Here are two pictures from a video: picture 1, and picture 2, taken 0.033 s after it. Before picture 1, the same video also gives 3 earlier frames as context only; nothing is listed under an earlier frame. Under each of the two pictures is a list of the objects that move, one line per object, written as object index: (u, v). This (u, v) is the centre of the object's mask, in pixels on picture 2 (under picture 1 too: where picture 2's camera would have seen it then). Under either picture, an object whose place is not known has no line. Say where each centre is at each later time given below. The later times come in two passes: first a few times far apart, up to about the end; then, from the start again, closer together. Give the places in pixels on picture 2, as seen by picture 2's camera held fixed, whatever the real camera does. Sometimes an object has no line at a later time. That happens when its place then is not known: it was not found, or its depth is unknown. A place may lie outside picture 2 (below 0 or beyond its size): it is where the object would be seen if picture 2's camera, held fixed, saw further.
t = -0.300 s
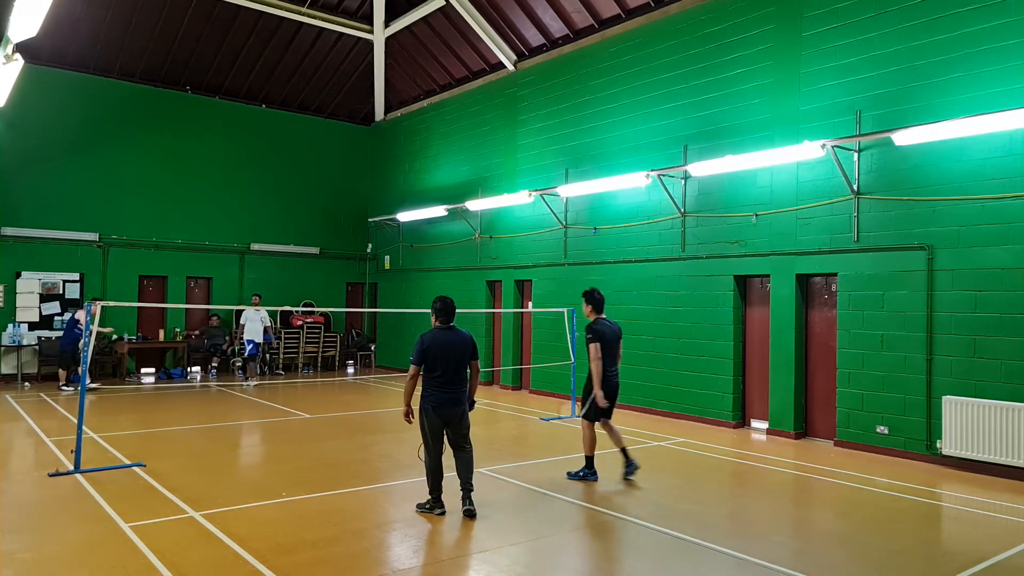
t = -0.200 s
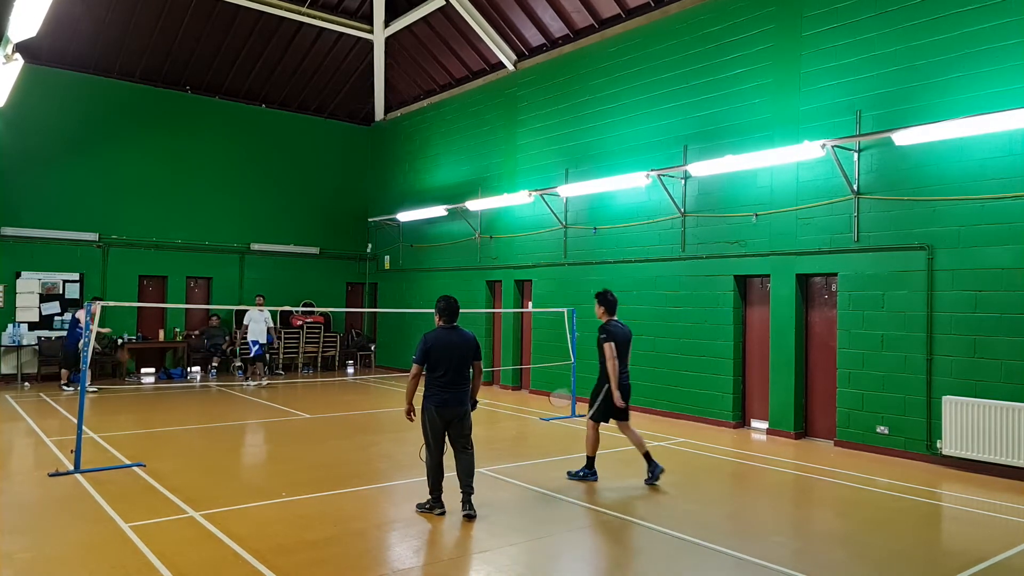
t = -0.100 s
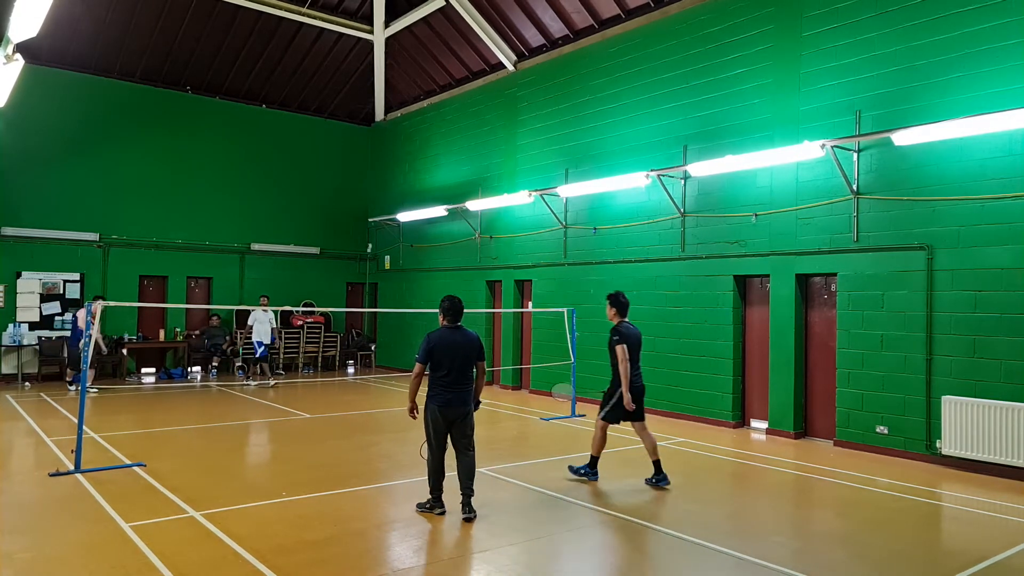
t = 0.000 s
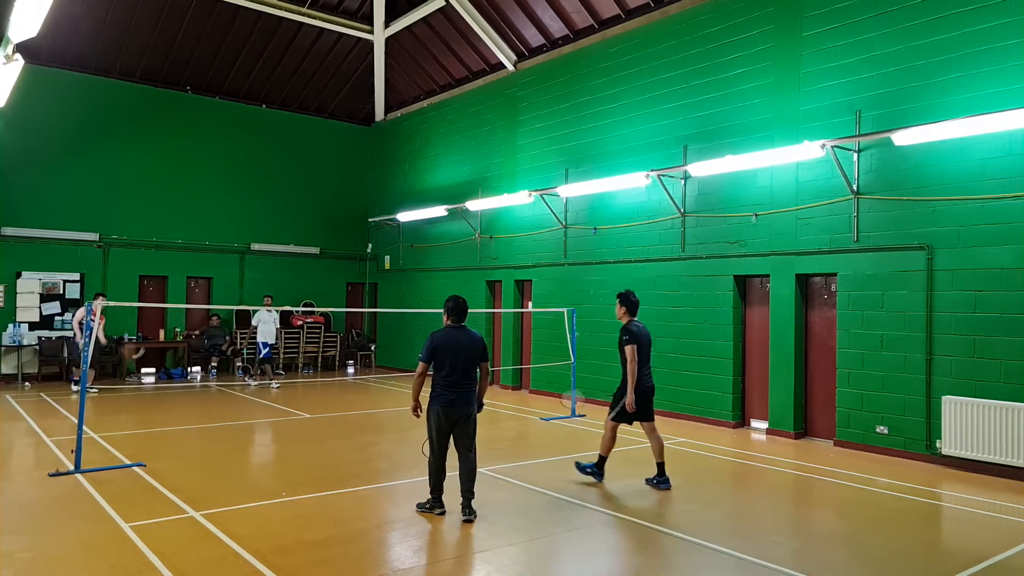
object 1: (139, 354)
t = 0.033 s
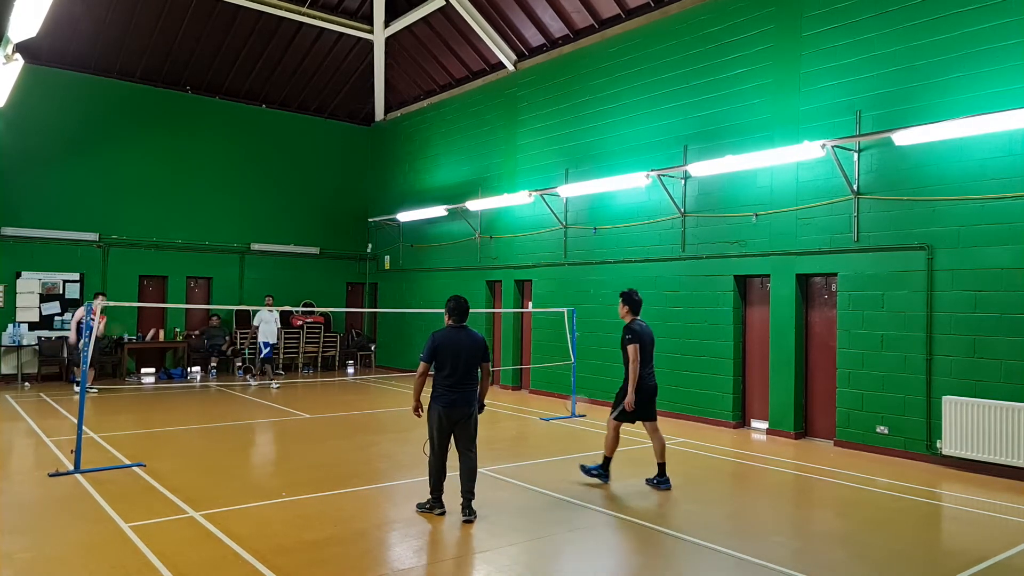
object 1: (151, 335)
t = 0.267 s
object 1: (217, 253)
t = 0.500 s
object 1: (265, 226)
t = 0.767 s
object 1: (311, 255)
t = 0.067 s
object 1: (162, 319)
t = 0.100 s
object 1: (174, 302)
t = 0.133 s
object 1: (182, 291)
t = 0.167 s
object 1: (192, 280)
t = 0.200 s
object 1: (201, 269)
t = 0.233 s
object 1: (209, 261)
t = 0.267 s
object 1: (217, 253)
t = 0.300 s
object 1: (224, 246)
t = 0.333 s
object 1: (234, 239)
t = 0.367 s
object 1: (239, 235)
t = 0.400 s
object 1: (246, 232)
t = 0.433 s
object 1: (252, 229)
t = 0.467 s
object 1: (259, 227)
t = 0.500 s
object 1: (265, 226)
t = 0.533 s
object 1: (271, 226)
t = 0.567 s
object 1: (278, 227)
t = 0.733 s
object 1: (306, 247)
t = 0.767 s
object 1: (311, 255)
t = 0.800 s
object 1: (317, 263)
